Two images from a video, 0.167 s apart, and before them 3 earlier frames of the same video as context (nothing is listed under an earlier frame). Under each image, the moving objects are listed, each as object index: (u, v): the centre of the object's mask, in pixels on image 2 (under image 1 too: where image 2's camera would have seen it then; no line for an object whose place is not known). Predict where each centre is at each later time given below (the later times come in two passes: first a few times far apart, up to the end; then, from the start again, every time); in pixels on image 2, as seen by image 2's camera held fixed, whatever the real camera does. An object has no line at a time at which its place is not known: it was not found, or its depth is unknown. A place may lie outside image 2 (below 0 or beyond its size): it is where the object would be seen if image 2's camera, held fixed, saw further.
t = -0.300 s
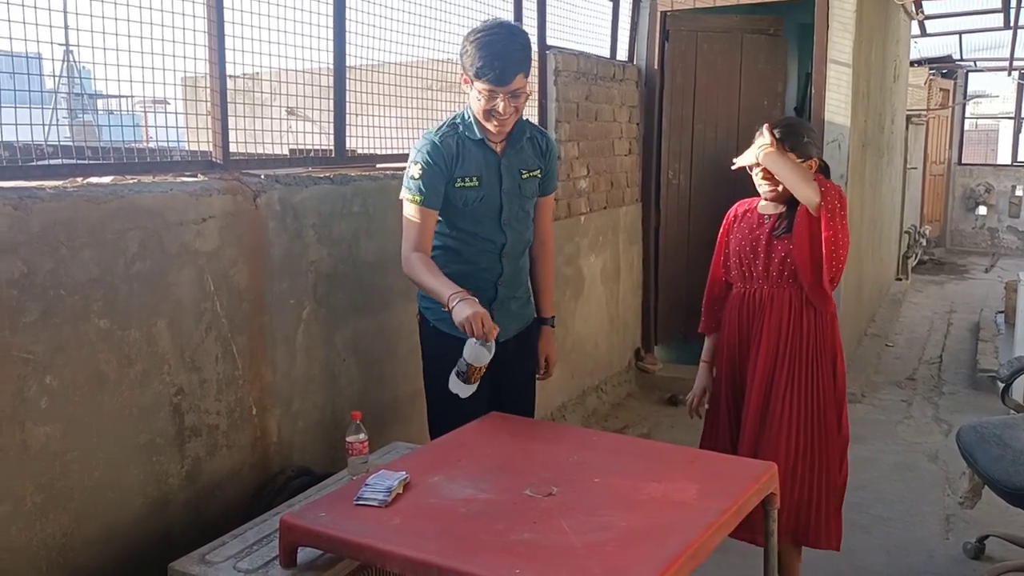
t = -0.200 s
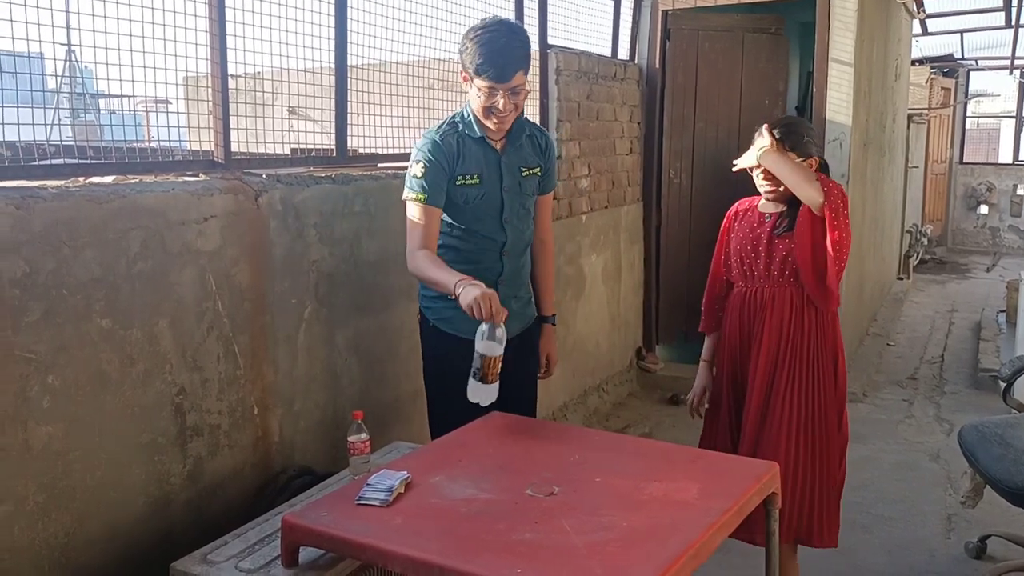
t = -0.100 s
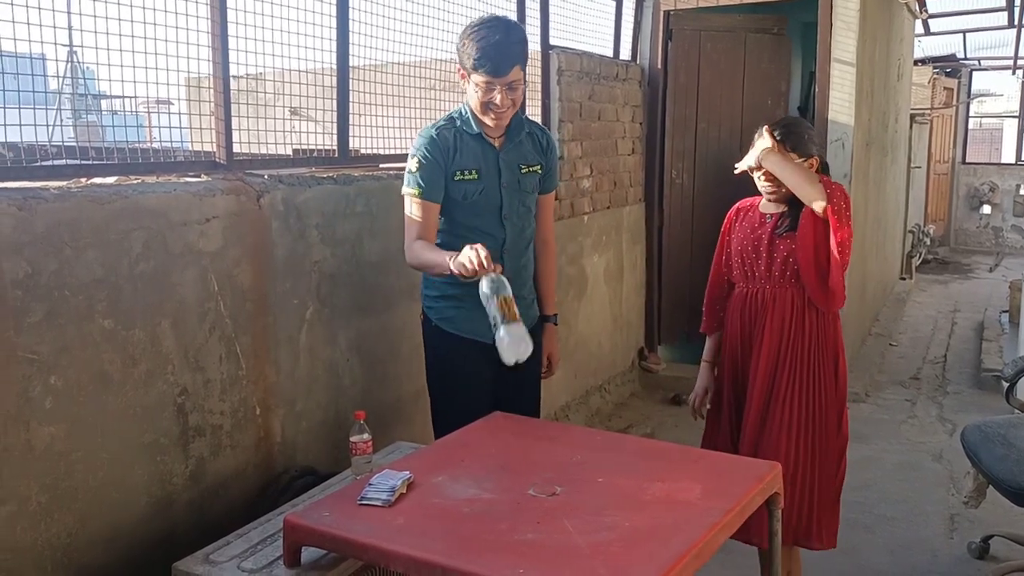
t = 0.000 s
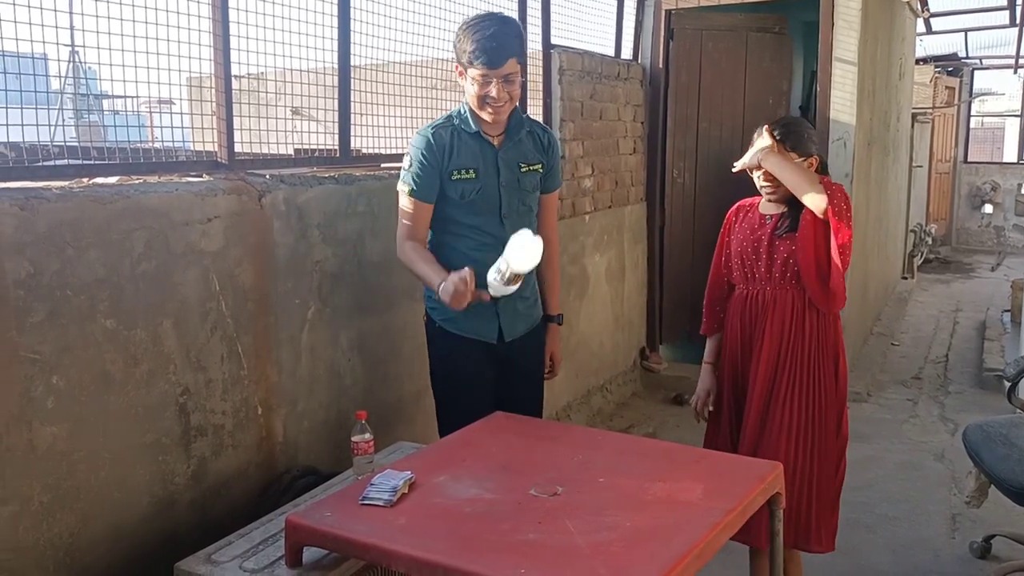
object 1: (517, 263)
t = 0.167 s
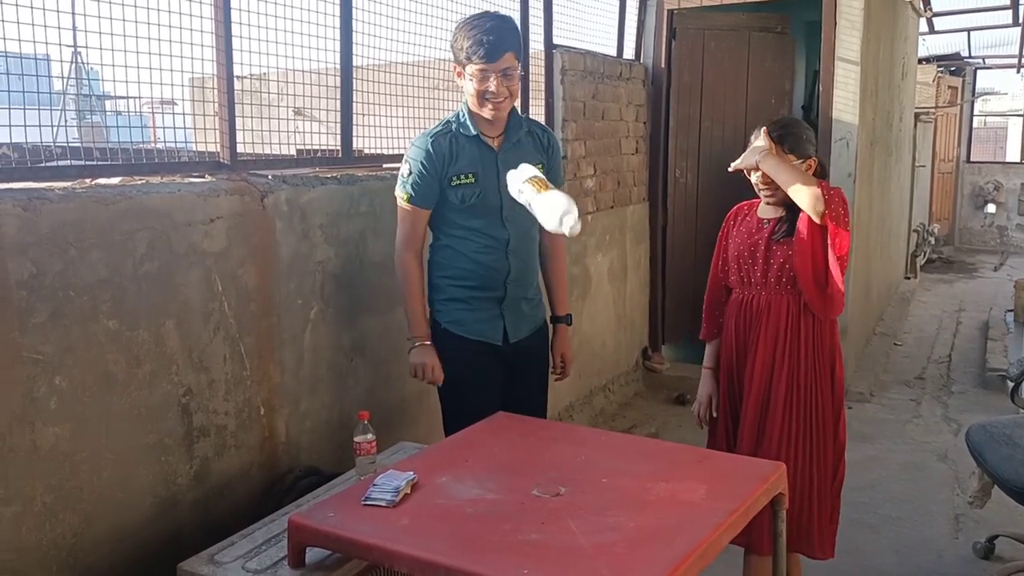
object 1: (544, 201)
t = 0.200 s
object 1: (544, 192)
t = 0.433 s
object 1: (549, 354)
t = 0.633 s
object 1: (535, 486)
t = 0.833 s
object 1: (514, 491)
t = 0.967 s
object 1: (500, 494)
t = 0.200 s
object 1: (544, 192)
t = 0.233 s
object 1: (545, 192)
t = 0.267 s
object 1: (545, 199)
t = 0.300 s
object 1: (546, 215)
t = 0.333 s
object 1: (546, 238)
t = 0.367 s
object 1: (547, 270)
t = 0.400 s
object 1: (548, 309)
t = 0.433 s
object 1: (549, 354)
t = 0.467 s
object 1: (552, 406)
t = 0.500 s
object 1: (554, 456)
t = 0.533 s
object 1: (547, 461)
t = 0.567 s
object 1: (541, 475)
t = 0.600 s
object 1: (539, 486)
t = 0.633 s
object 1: (535, 486)
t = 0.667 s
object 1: (532, 488)
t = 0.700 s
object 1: (528, 488)
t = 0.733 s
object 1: (524, 489)
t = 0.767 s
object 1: (520, 491)
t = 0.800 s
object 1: (517, 491)
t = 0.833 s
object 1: (514, 491)
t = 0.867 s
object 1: (511, 492)
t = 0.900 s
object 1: (508, 493)
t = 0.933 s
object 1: (504, 493)
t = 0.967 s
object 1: (500, 494)
